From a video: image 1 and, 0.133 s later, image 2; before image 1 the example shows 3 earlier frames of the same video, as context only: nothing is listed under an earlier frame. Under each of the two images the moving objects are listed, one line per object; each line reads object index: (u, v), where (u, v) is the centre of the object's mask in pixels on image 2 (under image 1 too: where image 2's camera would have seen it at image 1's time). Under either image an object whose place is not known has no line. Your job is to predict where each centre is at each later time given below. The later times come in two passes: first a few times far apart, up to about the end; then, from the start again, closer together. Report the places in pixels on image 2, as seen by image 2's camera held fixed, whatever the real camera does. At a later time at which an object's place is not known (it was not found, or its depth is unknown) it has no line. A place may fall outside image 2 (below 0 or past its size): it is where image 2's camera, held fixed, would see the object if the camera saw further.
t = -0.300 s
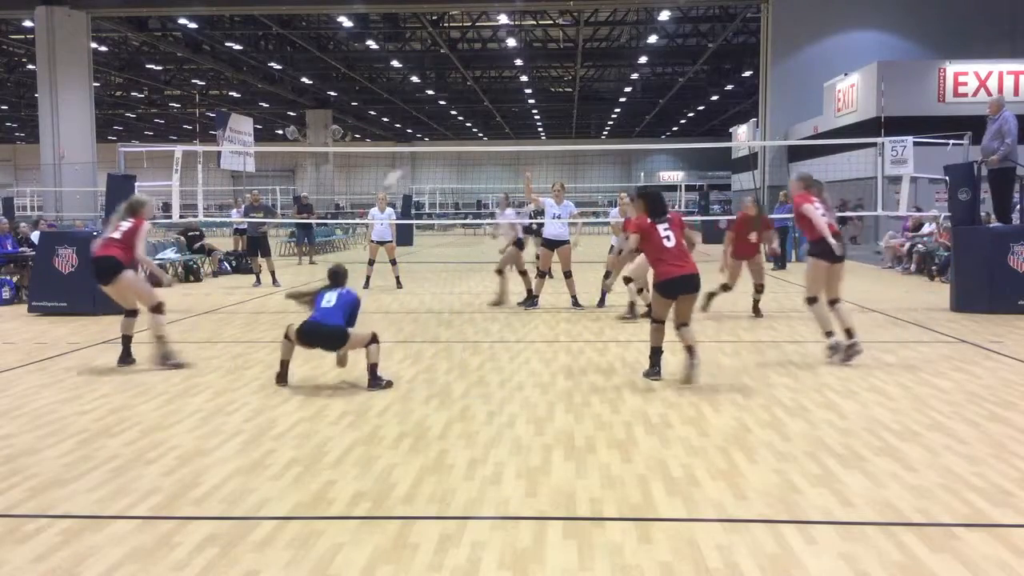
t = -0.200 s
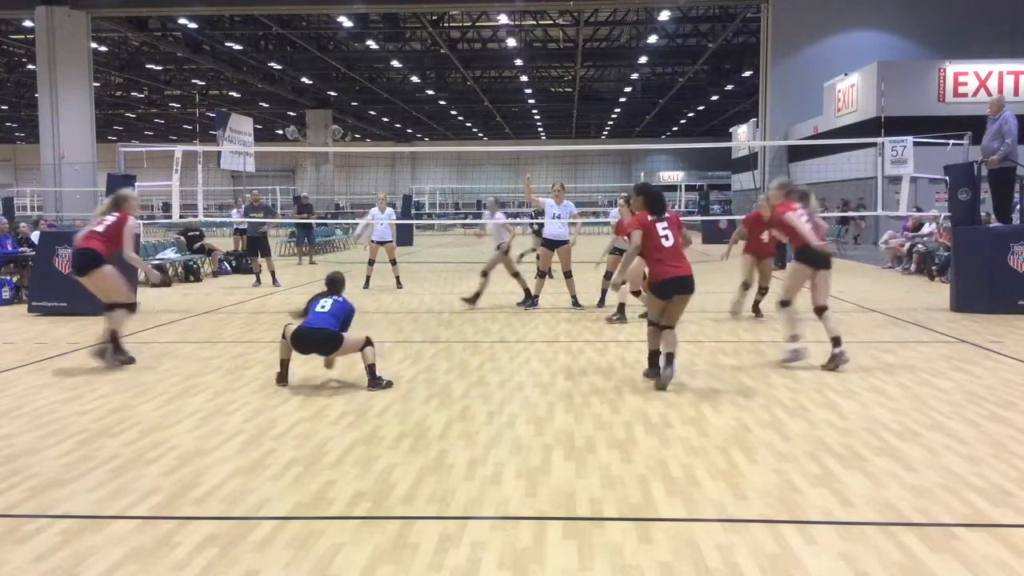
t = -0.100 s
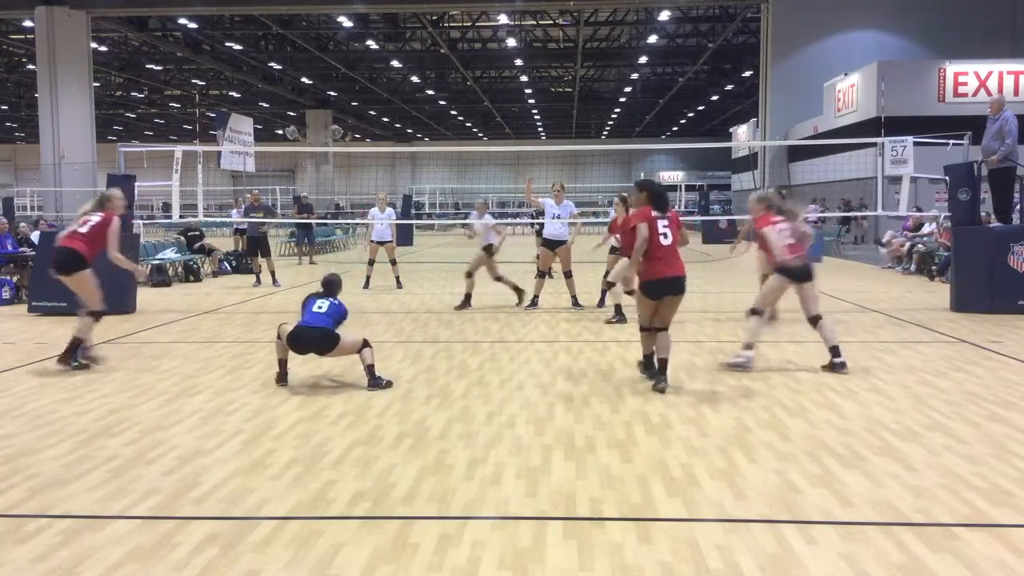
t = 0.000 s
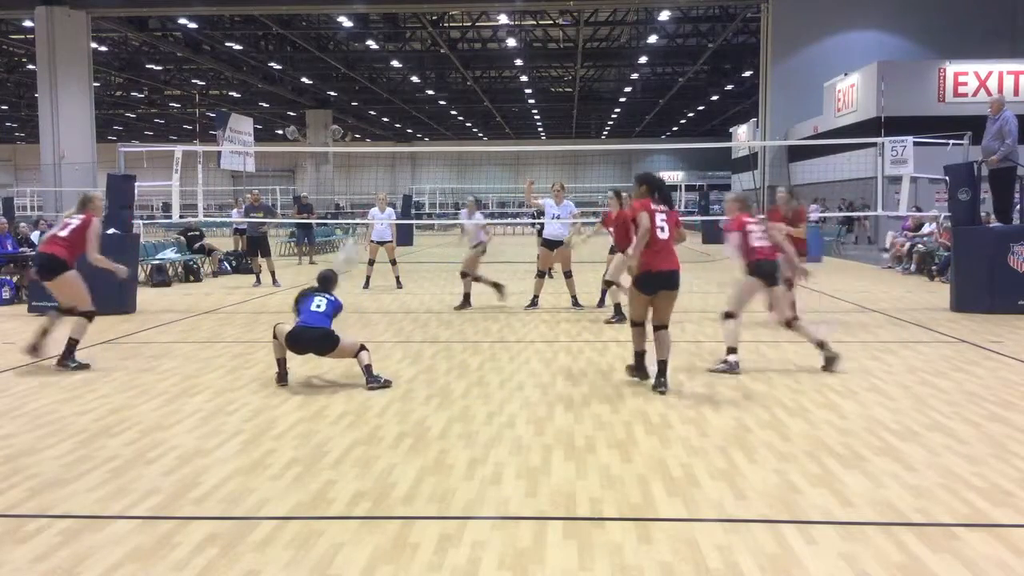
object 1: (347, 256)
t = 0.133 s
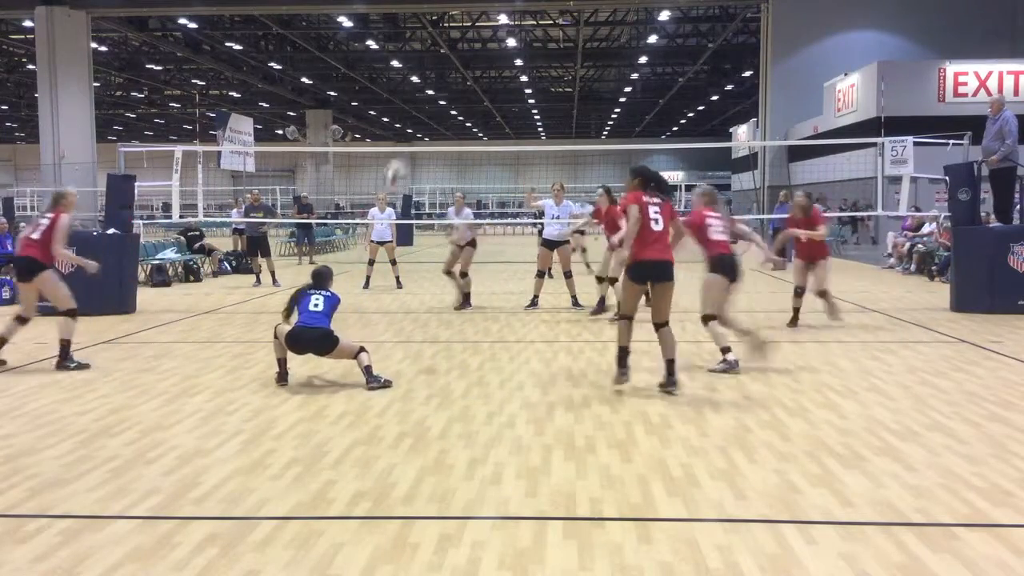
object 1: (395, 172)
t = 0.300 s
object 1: (448, 107)
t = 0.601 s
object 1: (535, 64)
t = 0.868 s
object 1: (600, 95)
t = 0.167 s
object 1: (404, 158)
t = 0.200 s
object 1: (416, 143)
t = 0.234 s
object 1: (427, 129)
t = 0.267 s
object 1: (438, 118)
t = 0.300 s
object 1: (448, 107)
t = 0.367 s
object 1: (468, 90)
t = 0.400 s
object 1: (478, 82)
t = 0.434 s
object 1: (488, 76)
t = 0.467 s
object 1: (498, 72)
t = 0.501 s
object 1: (507, 68)
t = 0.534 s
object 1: (517, 66)
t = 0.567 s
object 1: (526, 65)
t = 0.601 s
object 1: (535, 64)
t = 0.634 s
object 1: (543, 65)
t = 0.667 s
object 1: (552, 66)
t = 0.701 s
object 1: (560, 68)
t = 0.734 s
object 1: (569, 72)
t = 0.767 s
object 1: (577, 77)
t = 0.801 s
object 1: (585, 82)
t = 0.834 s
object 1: (592, 88)
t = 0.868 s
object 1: (600, 95)
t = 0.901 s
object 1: (607, 102)
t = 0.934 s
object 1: (615, 111)
